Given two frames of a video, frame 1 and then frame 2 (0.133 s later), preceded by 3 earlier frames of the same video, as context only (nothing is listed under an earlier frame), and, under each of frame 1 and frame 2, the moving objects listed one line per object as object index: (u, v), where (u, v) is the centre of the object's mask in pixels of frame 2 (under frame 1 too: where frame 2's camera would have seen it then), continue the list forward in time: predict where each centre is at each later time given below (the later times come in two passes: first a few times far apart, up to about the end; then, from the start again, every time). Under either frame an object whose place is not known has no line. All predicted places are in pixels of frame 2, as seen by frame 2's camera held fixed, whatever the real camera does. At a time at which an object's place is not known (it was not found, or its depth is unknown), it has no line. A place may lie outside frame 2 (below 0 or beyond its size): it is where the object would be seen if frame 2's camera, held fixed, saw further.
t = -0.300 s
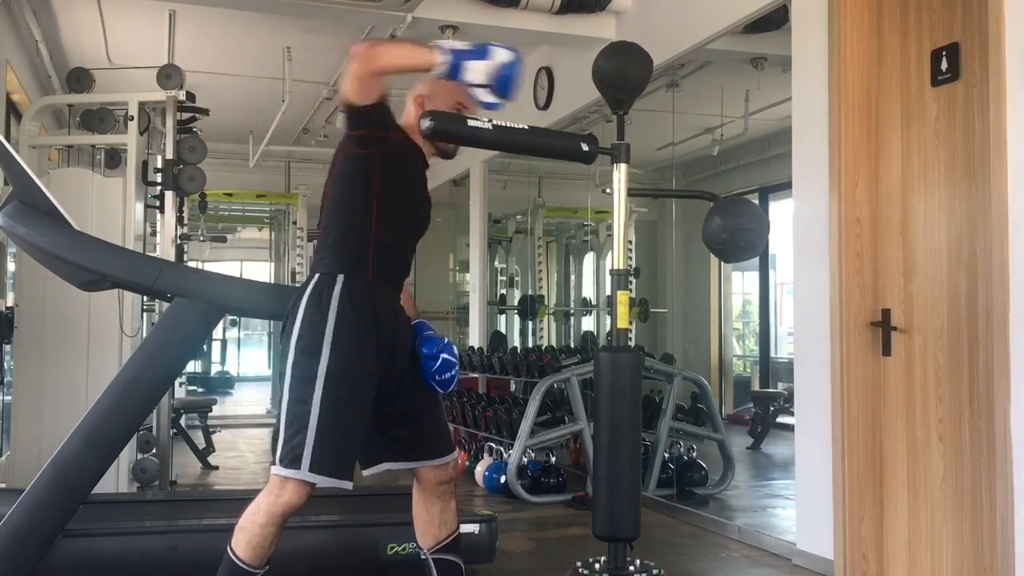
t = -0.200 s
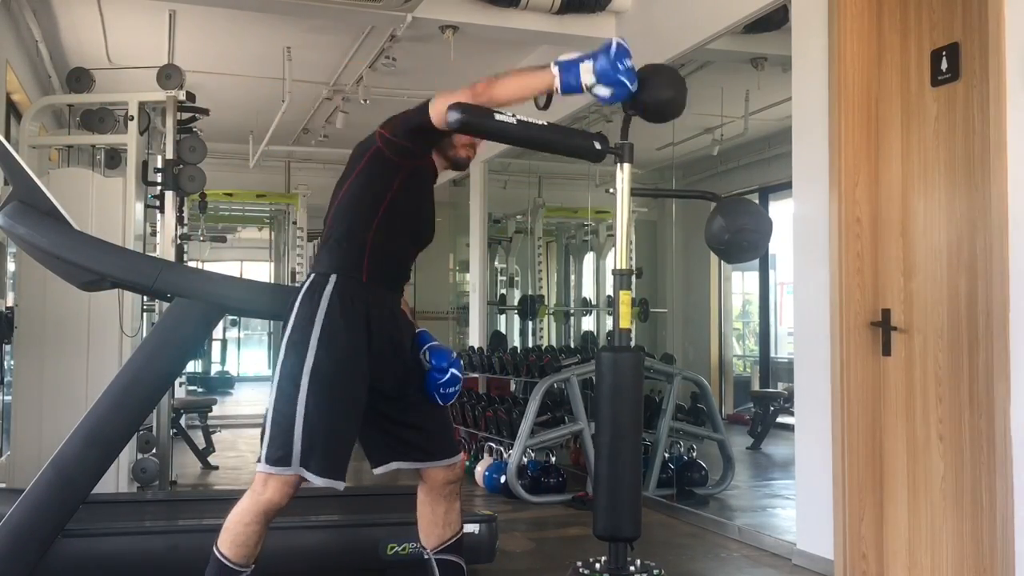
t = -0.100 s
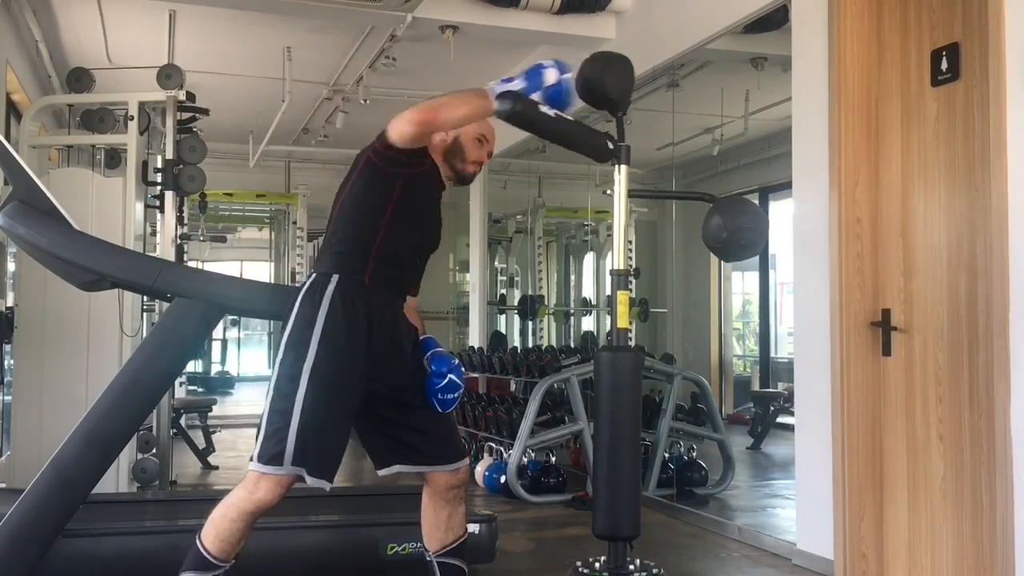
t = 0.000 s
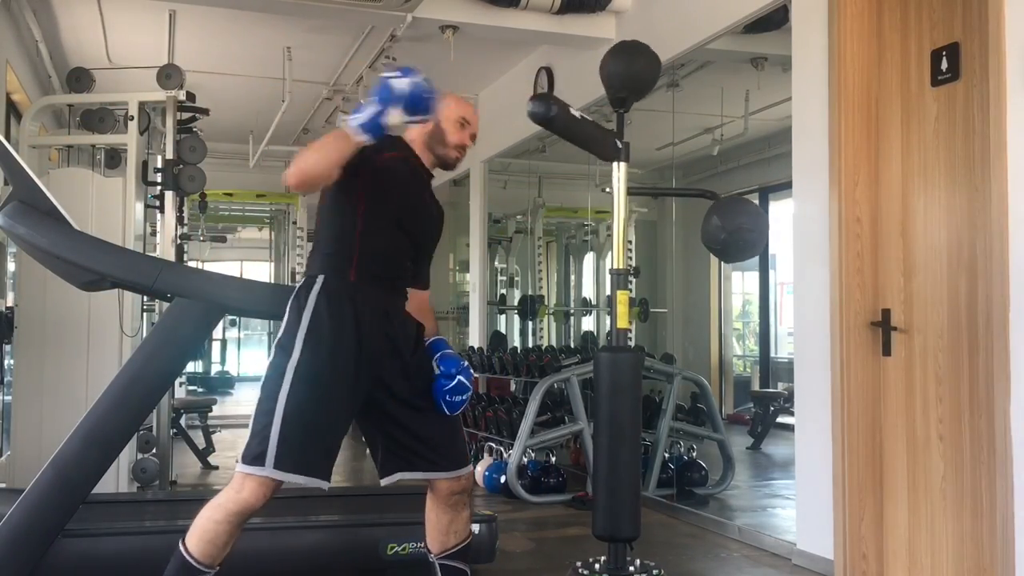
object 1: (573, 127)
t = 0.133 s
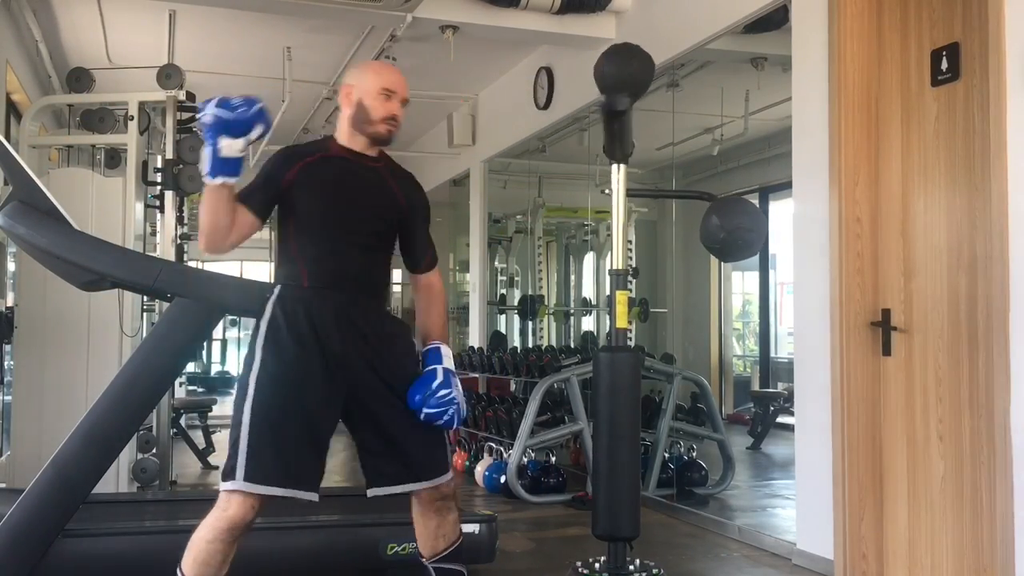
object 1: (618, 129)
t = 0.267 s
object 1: (664, 124)
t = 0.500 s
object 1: (726, 131)
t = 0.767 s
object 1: (757, 144)
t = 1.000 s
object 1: (752, 156)
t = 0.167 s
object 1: (628, 125)
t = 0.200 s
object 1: (640, 123)
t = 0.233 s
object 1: (652, 123)
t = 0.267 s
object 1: (664, 124)
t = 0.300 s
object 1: (674, 125)
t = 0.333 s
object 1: (684, 125)
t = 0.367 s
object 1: (691, 126)
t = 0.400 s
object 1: (699, 126)
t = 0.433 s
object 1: (708, 127)
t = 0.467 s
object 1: (716, 129)
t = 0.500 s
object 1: (726, 131)
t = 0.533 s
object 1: (733, 133)
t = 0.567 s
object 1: (738, 134)
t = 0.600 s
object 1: (742, 136)
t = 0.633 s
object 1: (745, 137)
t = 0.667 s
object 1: (748, 139)
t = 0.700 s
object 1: (752, 141)
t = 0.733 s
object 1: (755, 142)
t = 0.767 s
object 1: (757, 144)
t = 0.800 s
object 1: (759, 146)
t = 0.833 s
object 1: (759, 148)
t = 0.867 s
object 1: (758, 149)
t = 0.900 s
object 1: (757, 151)
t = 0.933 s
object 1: (756, 153)
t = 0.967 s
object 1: (755, 155)
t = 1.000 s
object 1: (752, 156)
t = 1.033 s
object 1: (748, 158)
